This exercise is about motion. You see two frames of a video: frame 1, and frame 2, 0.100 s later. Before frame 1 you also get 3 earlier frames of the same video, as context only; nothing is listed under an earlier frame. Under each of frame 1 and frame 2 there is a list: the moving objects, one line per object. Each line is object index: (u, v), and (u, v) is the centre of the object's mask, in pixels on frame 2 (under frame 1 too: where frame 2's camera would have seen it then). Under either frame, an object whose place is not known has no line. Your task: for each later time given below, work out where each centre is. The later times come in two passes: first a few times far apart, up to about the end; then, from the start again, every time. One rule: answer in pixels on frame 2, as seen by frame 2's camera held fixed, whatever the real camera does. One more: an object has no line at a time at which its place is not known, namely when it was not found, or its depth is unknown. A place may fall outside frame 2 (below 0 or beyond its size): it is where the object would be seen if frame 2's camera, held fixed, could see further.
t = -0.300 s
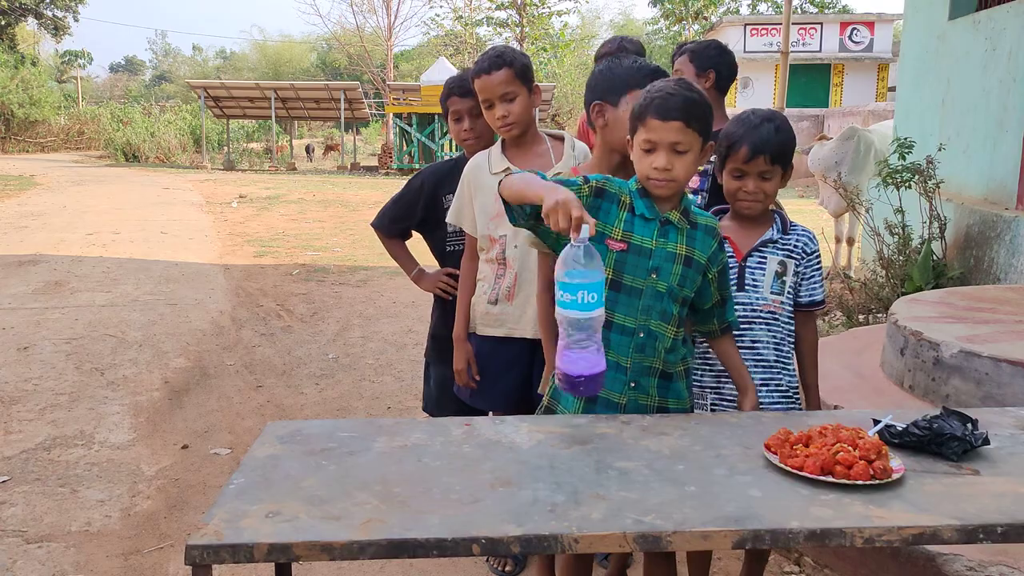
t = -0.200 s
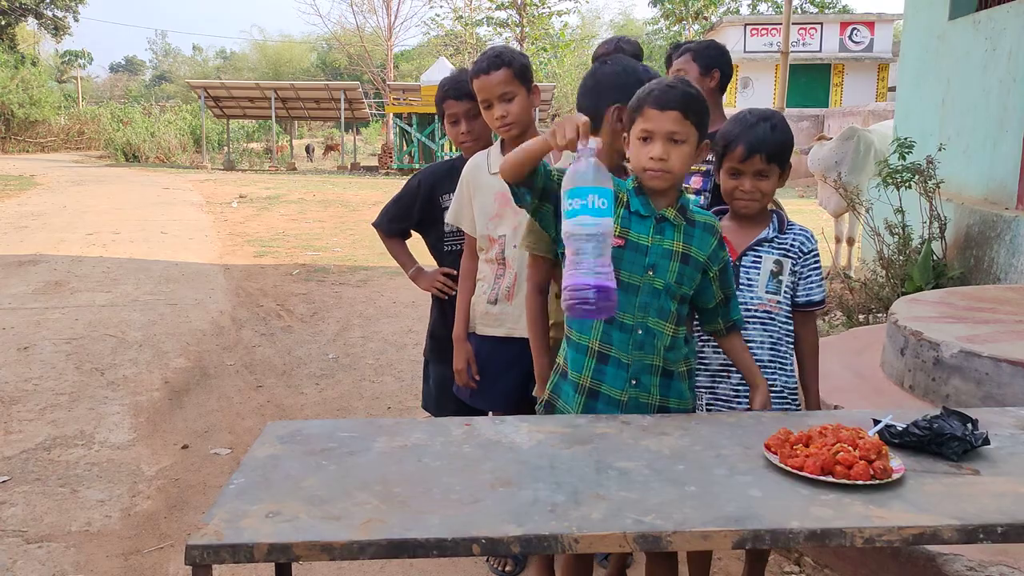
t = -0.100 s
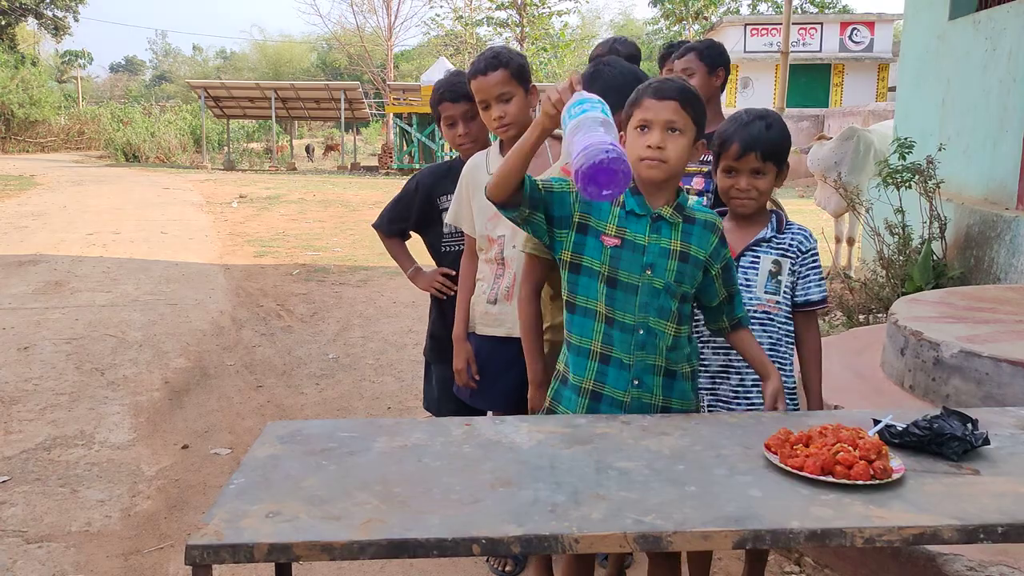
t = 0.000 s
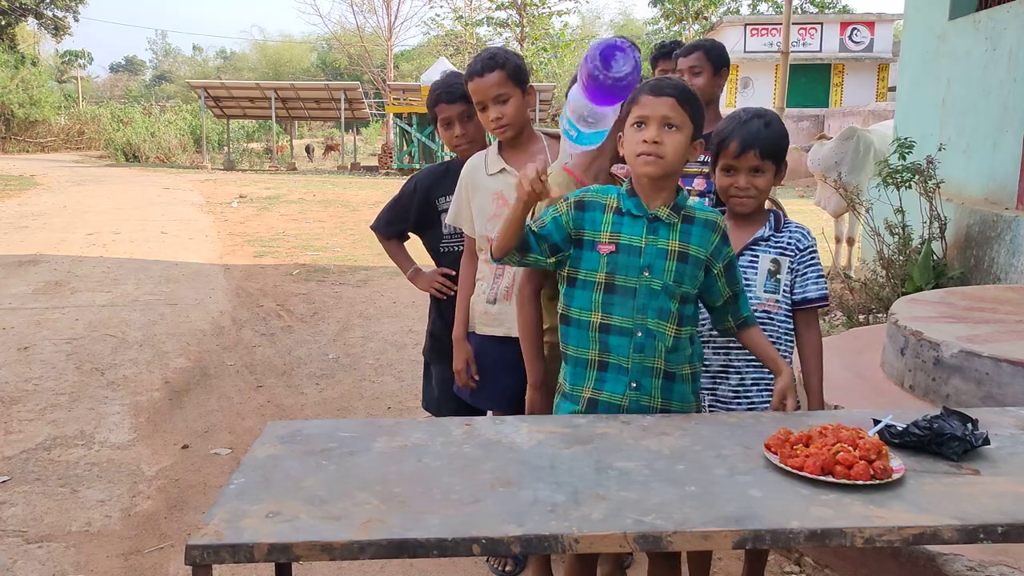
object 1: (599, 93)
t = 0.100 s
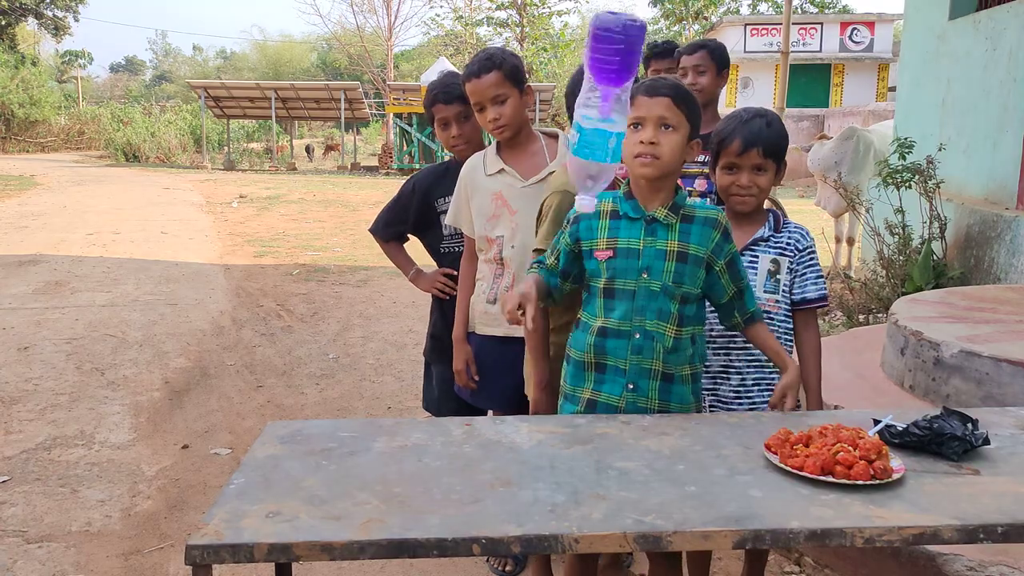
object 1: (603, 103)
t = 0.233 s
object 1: (618, 175)
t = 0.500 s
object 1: (635, 465)
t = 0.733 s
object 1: (666, 475)
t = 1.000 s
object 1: (697, 475)
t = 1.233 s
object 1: (706, 475)
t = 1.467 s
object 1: (711, 476)
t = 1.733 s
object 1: (717, 476)
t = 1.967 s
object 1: (722, 476)
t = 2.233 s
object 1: (720, 476)
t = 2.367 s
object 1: (722, 476)
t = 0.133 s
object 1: (607, 115)
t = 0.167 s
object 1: (611, 130)
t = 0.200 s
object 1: (614, 149)
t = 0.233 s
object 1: (618, 175)
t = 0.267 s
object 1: (621, 208)
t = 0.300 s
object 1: (623, 248)
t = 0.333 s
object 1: (623, 297)
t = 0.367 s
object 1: (624, 354)
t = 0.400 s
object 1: (624, 418)
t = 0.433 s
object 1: (625, 473)
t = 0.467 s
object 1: (633, 468)
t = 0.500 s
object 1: (635, 465)
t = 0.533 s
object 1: (640, 470)
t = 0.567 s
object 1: (644, 472)
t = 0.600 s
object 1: (648, 473)
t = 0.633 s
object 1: (653, 474)
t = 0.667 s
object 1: (658, 474)
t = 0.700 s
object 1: (662, 474)
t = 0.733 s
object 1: (666, 475)
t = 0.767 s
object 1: (669, 474)
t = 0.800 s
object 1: (673, 475)
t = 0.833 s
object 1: (677, 475)
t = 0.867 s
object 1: (681, 476)
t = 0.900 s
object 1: (686, 476)
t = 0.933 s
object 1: (691, 475)
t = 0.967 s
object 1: (694, 475)
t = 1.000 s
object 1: (697, 475)
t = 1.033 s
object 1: (698, 474)
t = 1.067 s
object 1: (700, 474)
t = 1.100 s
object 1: (702, 474)
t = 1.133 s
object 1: (704, 475)
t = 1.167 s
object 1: (705, 475)
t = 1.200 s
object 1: (706, 475)
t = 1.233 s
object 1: (706, 475)
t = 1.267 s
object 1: (707, 475)
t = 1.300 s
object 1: (707, 475)
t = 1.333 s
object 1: (707, 475)
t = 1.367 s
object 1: (708, 475)
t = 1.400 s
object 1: (709, 475)
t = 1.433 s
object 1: (710, 476)
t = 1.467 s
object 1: (711, 476)
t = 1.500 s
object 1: (711, 476)
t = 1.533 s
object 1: (711, 475)
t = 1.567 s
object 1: (712, 476)
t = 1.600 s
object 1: (713, 476)
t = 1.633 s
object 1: (714, 476)
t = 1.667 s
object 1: (716, 475)
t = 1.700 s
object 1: (716, 476)
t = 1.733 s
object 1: (717, 476)
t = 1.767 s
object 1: (718, 476)
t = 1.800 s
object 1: (720, 476)
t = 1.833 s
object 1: (722, 476)
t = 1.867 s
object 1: (722, 476)
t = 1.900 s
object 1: (722, 476)
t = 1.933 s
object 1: (722, 476)
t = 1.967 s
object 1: (722, 476)
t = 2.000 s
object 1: (723, 476)
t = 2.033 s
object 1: (723, 476)
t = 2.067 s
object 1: (722, 476)
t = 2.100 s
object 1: (721, 476)
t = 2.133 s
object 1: (721, 476)
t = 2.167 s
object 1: (720, 476)
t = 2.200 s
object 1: (721, 476)
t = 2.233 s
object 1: (720, 476)
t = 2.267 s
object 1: (720, 476)
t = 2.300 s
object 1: (719, 476)
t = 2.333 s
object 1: (720, 476)
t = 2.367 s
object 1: (722, 476)
